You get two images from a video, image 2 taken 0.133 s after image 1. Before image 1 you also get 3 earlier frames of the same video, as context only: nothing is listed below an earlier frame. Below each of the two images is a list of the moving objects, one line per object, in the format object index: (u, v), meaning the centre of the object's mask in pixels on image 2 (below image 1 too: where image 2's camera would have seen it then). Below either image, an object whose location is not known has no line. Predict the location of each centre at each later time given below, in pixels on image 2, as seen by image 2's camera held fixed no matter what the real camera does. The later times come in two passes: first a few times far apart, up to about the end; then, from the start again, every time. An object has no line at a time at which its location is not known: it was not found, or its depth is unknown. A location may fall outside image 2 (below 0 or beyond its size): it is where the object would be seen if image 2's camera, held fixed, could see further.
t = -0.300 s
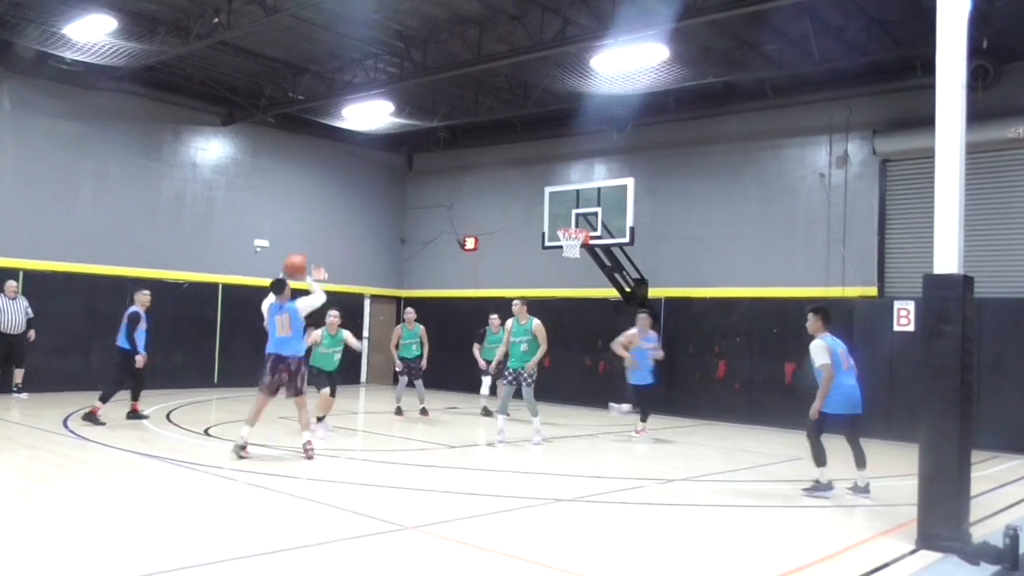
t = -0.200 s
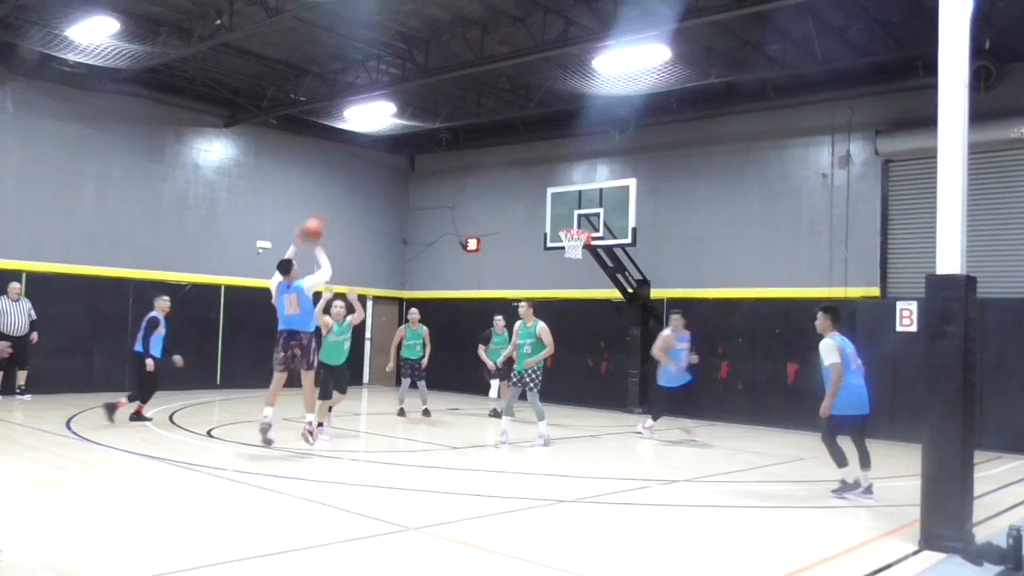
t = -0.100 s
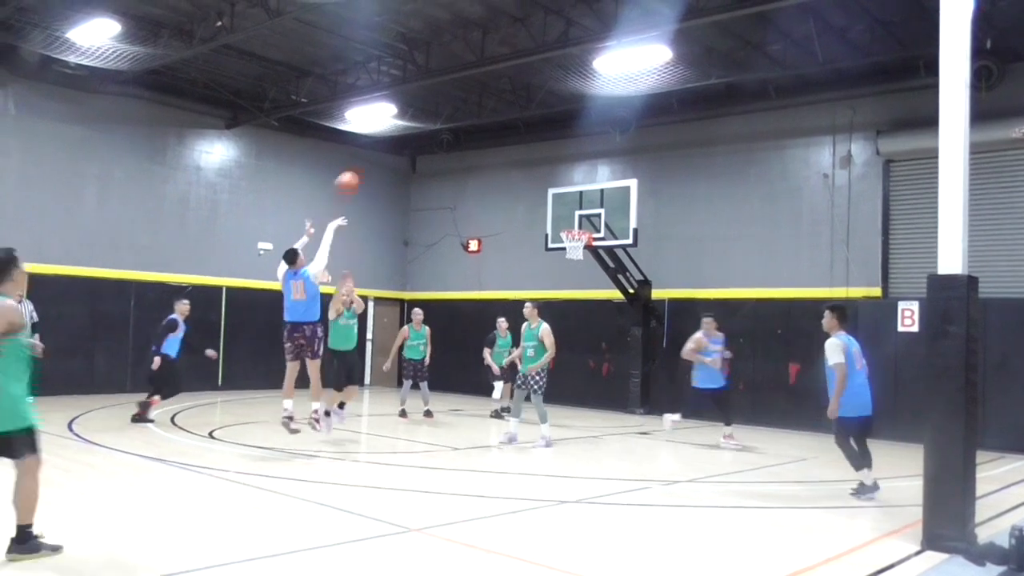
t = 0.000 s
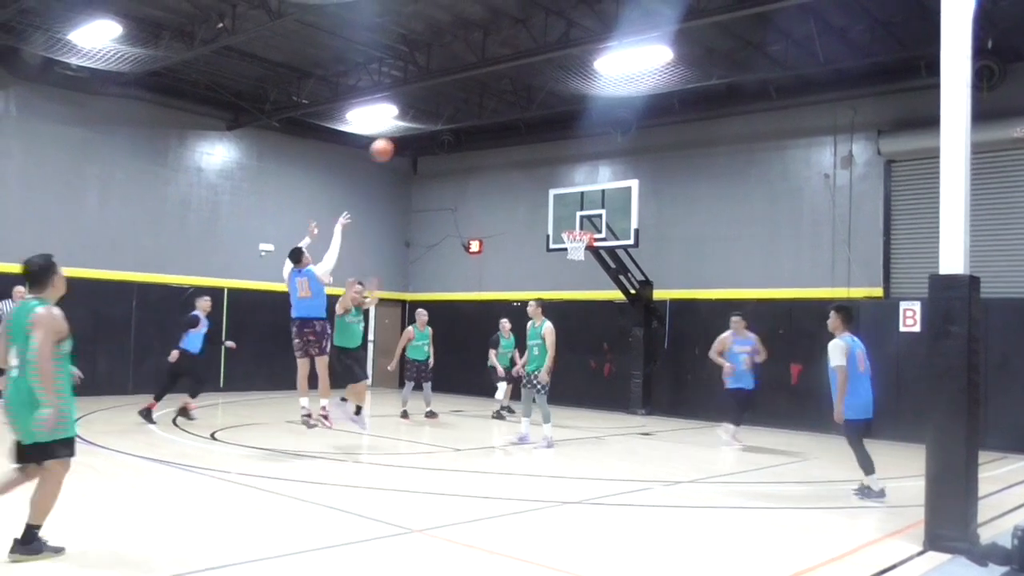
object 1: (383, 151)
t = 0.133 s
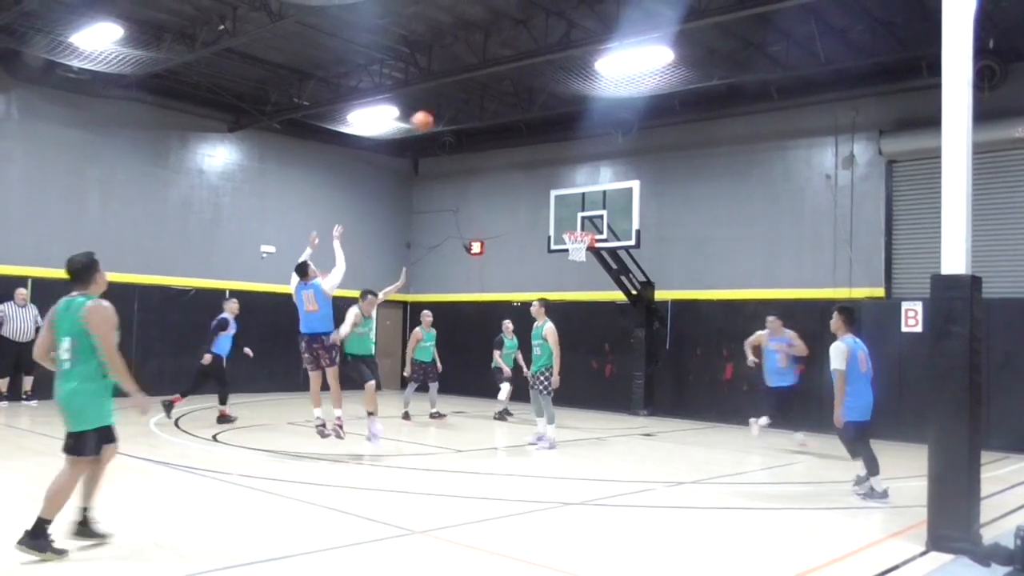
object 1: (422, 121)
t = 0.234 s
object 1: (447, 110)
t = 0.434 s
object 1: (490, 111)
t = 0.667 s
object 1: (530, 144)
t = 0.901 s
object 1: (565, 203)
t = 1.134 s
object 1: (597, 215)
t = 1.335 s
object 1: (621, 198)
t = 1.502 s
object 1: (642, 204)
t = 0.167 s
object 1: (431, 117)
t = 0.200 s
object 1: (439, 113)
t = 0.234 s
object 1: (447, 110)
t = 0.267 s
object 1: (455, 108)
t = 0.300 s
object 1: (463, 107)
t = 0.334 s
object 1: (470, 107)
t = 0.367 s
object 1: (477, 108)
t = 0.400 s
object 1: (484, 109)
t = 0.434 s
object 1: (490, 111)
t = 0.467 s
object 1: (497, 114)
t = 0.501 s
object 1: (503, 118)
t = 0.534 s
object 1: (509, 122)
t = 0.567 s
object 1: (515, 126)
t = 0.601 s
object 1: (520, 131)
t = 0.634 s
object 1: (526, 138)
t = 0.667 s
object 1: (530, 144)
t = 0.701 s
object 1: (536, 151)
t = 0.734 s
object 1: (541, 158)
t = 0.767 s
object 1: (545, 166)
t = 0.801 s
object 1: (551, 173)
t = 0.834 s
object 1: (554, 182)
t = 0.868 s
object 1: (559, 192)
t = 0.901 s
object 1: (565, 203)
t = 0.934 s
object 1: (568, 214)
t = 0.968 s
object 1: (571, 223)
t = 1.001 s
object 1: (576, 229)
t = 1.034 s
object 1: (585, 227)
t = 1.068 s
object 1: (590, 225)
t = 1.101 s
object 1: (593, 219)
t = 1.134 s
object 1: (597, 215)
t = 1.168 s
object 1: (601, 210)
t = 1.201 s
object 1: (606, 206)
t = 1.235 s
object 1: (609, 203)
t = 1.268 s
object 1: (613, 201)
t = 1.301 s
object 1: (617, 200)
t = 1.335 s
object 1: (621, 198)
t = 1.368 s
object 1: (625, 198)
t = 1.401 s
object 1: (629, 198)
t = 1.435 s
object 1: (633, 200)
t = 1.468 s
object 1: (638, 202)
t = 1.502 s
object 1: (642, 204)
